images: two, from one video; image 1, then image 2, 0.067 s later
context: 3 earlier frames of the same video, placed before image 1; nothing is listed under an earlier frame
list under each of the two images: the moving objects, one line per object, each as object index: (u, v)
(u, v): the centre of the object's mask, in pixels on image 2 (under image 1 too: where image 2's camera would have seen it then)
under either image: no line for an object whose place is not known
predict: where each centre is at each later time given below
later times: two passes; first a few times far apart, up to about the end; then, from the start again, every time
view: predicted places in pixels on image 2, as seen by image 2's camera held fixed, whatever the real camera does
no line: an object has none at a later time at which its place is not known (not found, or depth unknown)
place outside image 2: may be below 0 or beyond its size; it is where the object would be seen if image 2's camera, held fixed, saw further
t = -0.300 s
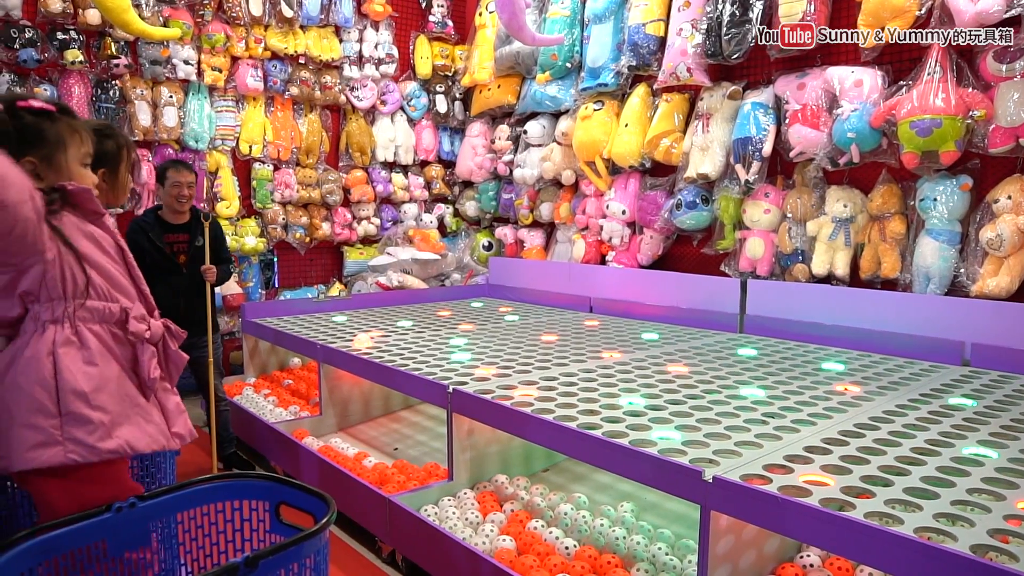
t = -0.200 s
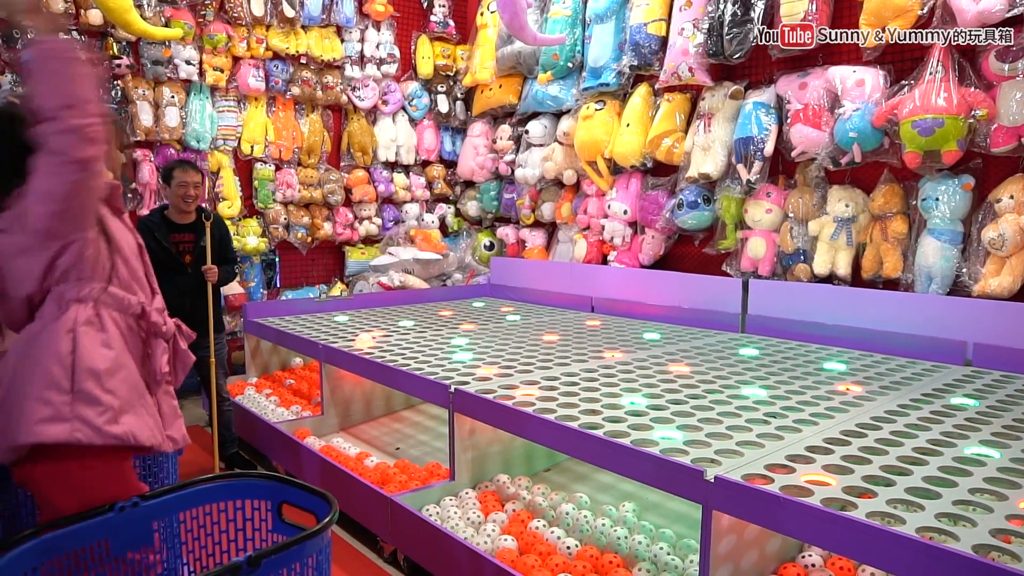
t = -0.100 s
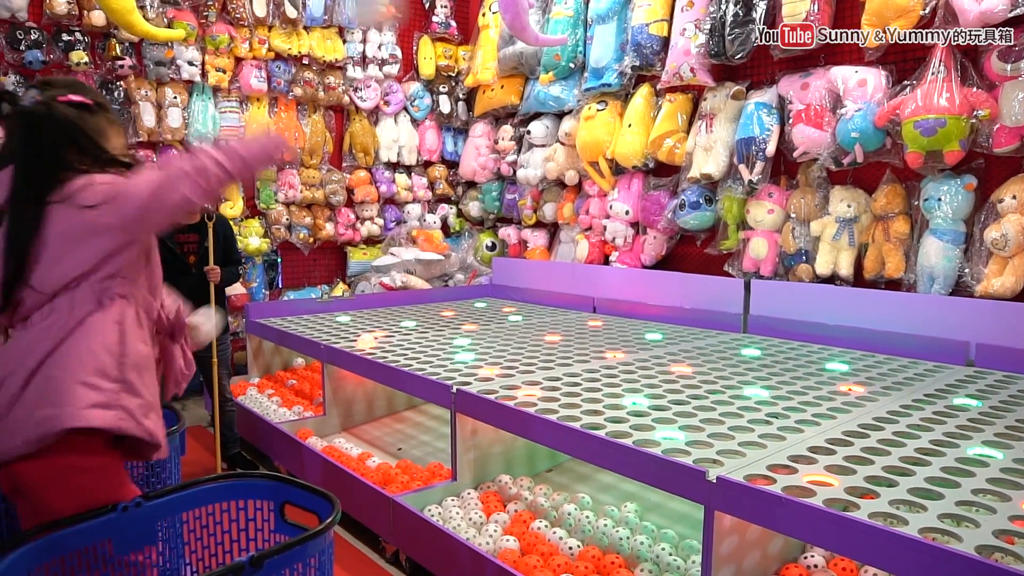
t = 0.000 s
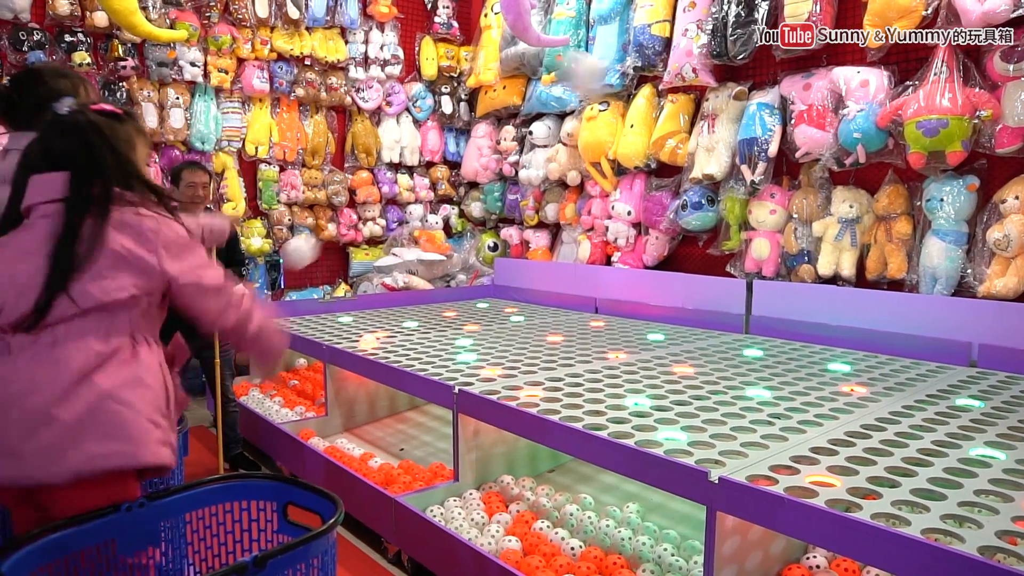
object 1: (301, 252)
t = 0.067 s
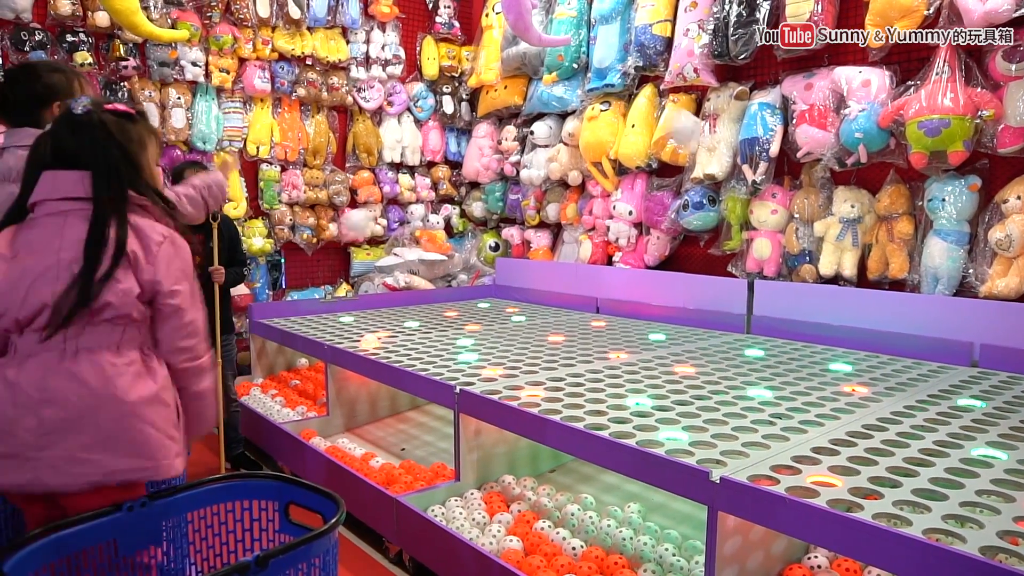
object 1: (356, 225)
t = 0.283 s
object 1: (501, 235)
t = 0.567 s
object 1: (616, 351)
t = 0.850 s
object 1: (666, 312)
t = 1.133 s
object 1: (694, 325)
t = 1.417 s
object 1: (711, 326)
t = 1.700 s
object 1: (710, 327)
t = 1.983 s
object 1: (710, 329)
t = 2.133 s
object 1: (710, 332)
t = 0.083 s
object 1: (371, 220)
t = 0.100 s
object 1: (383, 215)
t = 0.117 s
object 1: (395, 215)
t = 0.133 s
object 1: (407, 214)
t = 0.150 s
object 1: (418, 211)
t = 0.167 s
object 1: (429, 215)
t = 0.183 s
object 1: (442, 214)
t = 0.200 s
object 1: (454, 216)
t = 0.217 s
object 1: (462, 219)
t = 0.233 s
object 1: (473, 221)
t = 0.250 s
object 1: (482, 225)
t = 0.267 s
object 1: (491, 228)
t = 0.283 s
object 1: (501, 235)
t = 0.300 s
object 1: (512, 242)
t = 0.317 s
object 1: (518, 247)
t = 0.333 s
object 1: (527, 254)
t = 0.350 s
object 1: (535, 261)
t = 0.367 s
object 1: (544, 270)
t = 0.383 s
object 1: (550, 277)
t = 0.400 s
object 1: (558, 286)
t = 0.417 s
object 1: (564, 295)
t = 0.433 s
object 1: (571, 304)
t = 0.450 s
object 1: (578, 314)
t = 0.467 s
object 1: (584, 324)
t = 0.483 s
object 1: (591, 336)
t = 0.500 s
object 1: (597, 346)
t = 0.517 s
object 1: (603, 356)
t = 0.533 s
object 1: (609, 365)
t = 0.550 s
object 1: (611, 359)
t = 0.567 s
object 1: (616, 351)
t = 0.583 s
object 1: (619, 344)
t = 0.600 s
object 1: (623, 338)
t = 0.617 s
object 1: (626, 332)
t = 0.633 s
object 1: (629, 327)
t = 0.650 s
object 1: (633, 322)
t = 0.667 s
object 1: (636, 318)
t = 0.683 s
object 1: (639, 314)
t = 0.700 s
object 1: (642, 312)
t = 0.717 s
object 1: (645, 309)
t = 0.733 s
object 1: (648, 308)
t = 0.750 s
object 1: (651, 307)
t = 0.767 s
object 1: (654, 306)
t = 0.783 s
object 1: (657, 307)
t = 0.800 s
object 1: (659, 307)
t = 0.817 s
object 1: (661, 309)
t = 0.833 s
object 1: (664, 310)
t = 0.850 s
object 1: (666, 312)
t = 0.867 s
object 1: (669, 315)
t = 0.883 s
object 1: (671, 318)
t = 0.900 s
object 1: (673, 322)
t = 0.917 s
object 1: (676, 326)
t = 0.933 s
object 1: (678, 331)
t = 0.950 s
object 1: (679, 335)
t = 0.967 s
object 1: (682, 341)
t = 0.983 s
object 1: (683, 345)
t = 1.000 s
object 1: (685, 341)
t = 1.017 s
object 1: (686, 337)
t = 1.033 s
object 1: (687, 334)
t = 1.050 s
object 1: (689, 331)
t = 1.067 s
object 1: (689, 329)
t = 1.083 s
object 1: (691, 327)
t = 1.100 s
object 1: (692, 326)
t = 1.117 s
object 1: (693, 325)
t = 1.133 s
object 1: (694, 325)
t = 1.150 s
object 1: (695, 326)
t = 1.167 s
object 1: (696, 327)
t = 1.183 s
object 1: (697, 329)
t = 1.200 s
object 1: (698, 330)
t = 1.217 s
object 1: (698, 332)
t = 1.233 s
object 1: (699, 334)
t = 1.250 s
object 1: (700, 331)
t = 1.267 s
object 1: (701, 329)
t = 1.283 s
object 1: (702, 327)
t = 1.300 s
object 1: (703, 325)
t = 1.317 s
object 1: (705, 324)
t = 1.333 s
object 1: (706, 323)
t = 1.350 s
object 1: (707, 323)
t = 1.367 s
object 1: (708, 323)
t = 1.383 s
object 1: (709, 323)
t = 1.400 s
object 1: (710, 324)
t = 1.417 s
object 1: (711, 326)
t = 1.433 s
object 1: (711, 327)
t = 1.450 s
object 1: (712, 326)
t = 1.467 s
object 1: (713, 324)
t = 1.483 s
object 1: (714, 321)
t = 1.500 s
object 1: (715, 319)
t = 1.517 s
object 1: (716, 318)
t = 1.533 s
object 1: (717, 317)
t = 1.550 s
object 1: (718, 317)
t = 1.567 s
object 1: (718, 317)
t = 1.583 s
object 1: (719, 317)
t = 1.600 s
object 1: (719, 318)
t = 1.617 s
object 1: (718, 319)
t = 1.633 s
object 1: (716, 320)
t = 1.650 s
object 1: (715, 322)
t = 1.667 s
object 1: (713, 324)
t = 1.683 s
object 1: (711, 326)
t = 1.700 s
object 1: (710, 327)
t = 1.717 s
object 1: (710, 327)
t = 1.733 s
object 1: (711, 327)
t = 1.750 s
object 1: (711, 326)
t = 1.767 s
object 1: (712, 325)
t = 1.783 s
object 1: (712, 325)
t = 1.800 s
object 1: (711, 325)
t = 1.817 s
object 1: (711, 325)
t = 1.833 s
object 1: (712, 326)
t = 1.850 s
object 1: (712, 326)
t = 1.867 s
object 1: (711, 326)
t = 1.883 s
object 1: (711, 327)
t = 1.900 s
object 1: (711, 327)
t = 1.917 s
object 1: (710, 328)
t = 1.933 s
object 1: (710, 329)
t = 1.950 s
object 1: (710, 329)
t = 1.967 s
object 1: (710, 329)
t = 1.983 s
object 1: (710, 329)
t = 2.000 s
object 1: (710, 329)
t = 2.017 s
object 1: (710, 329)
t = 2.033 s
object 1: (710, 329)
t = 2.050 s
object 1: (710, 330)
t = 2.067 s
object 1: (710, 330)
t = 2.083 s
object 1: (710, 330)
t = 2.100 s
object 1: (709, 331)
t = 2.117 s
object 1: (709, 331)
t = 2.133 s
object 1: (710, 332)
